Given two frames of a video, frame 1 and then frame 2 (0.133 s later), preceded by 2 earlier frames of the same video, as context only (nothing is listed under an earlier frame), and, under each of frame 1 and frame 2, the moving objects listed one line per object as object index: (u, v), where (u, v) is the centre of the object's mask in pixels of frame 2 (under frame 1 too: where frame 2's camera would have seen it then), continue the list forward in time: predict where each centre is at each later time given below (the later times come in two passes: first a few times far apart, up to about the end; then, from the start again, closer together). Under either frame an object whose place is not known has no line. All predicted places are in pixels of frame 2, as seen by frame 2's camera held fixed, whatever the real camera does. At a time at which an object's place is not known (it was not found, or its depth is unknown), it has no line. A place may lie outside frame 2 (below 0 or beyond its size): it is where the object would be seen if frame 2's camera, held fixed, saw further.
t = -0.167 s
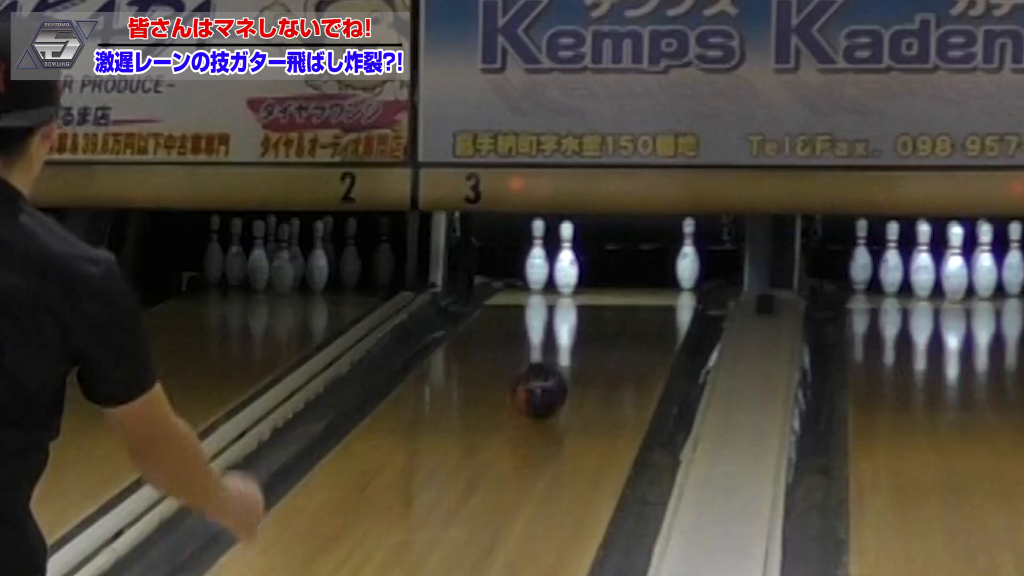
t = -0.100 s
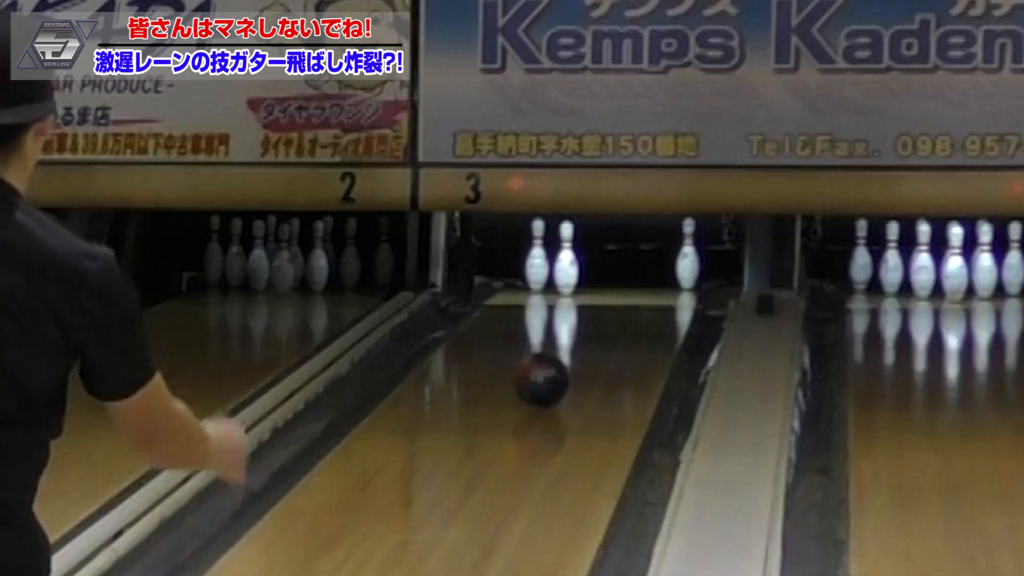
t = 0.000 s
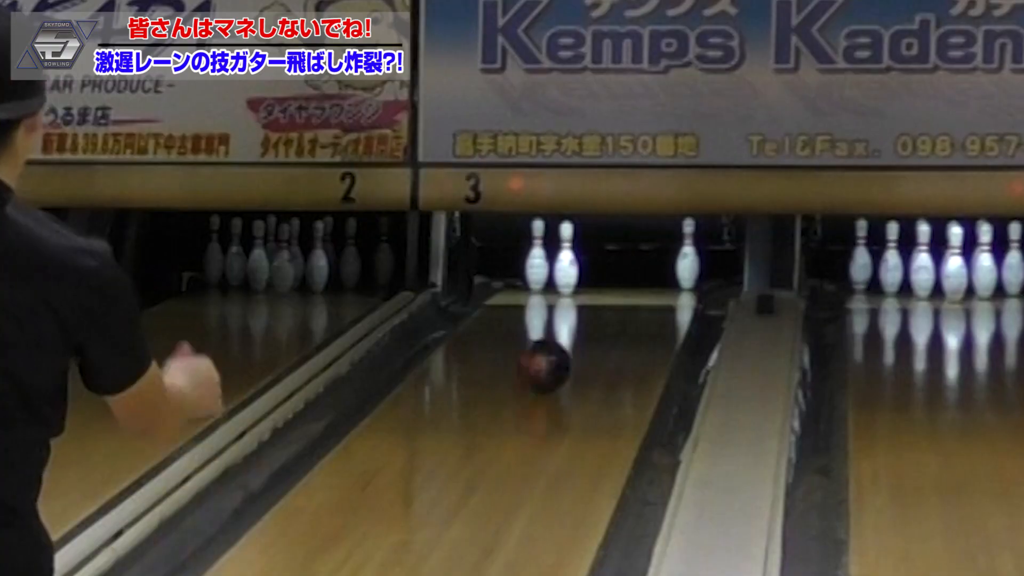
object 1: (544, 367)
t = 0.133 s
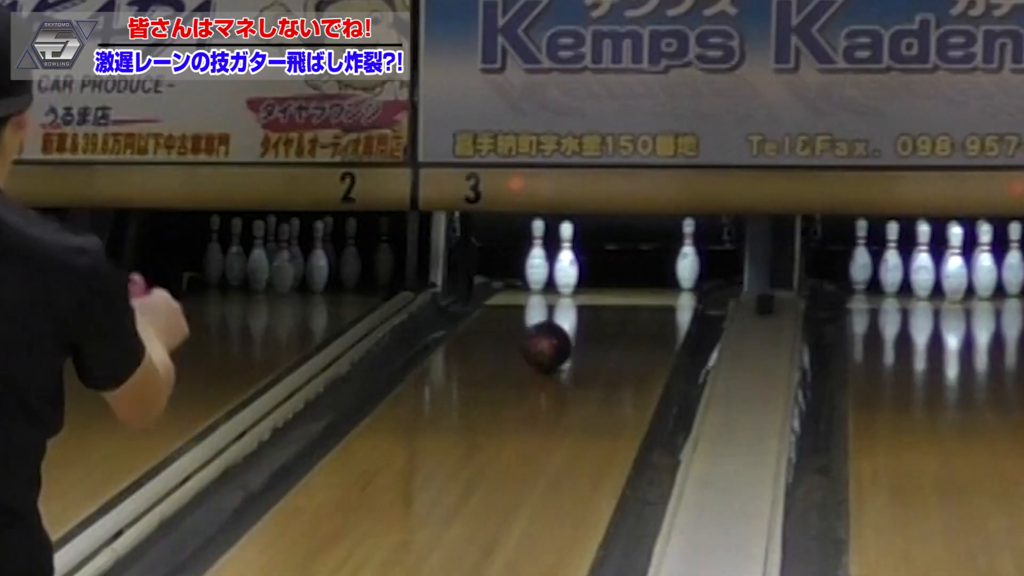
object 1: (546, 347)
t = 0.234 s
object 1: (546, 334)
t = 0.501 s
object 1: (539, 306)
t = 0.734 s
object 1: (522, 286)
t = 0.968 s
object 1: (497, 268)
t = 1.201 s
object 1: (491, 279)
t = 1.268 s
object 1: (493, 282)
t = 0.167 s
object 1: (545, 342)
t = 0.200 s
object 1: (546, 338)
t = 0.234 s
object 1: (546, 334)
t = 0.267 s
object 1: (545, 330)
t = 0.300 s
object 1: (544, 327)
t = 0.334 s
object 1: (545, 323)
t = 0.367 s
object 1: (544, 321)
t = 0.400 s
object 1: (542, 316)
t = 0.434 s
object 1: (541, 314)
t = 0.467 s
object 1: (540, 309)
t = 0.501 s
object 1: (539, 306)
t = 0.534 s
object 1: (536, 303)
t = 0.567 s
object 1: (535, 299)
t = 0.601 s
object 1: (533, 297)
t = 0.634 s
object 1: (531, 294)
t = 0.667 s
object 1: (528, 291)
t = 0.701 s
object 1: (525, 288)
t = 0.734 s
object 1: (522, 286)
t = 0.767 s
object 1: (519, 282)
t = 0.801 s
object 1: (515, 279)
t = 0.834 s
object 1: (512, 277)
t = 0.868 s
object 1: (509, 274)
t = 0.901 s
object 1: (508, 273)
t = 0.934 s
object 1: (501, 271)
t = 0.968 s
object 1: (497, 268)
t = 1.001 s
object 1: (494, 268)
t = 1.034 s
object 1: (490, 269)
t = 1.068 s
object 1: (487, 272)
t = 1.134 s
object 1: (487, 283)
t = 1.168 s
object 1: (490, 279)
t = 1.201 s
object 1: (491, 279)
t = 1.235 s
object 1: (493, 280)
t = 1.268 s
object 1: (493, 282)
